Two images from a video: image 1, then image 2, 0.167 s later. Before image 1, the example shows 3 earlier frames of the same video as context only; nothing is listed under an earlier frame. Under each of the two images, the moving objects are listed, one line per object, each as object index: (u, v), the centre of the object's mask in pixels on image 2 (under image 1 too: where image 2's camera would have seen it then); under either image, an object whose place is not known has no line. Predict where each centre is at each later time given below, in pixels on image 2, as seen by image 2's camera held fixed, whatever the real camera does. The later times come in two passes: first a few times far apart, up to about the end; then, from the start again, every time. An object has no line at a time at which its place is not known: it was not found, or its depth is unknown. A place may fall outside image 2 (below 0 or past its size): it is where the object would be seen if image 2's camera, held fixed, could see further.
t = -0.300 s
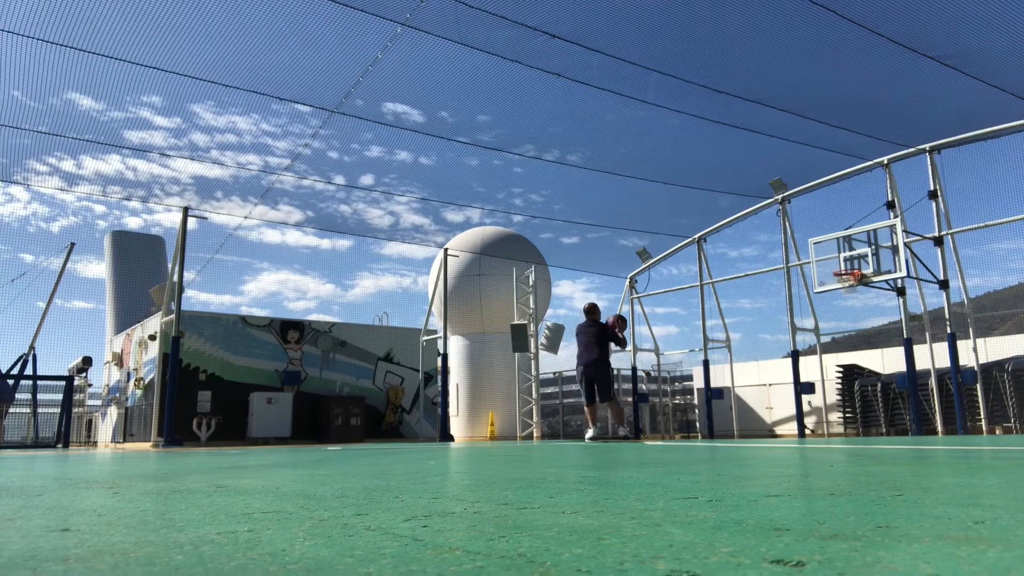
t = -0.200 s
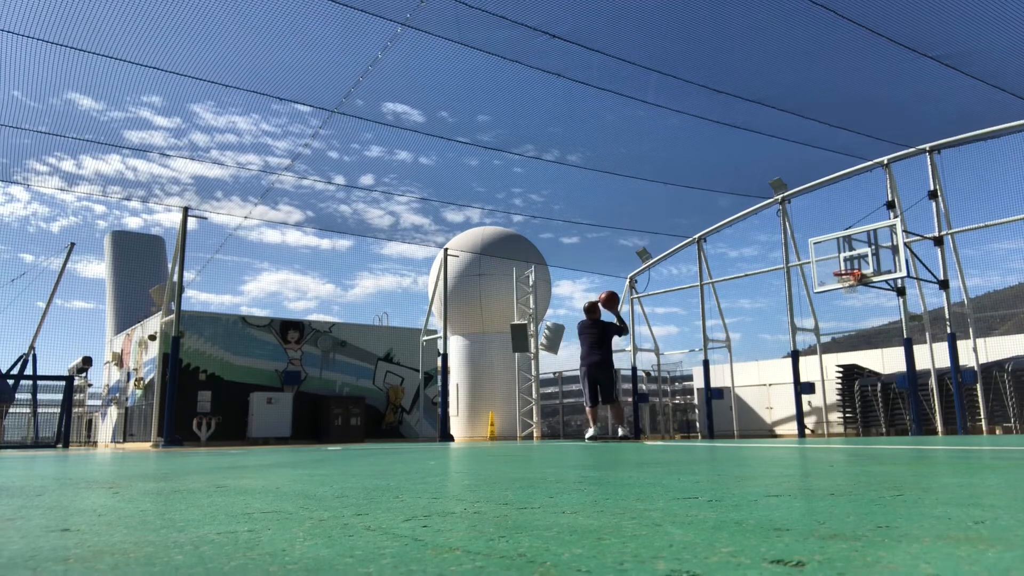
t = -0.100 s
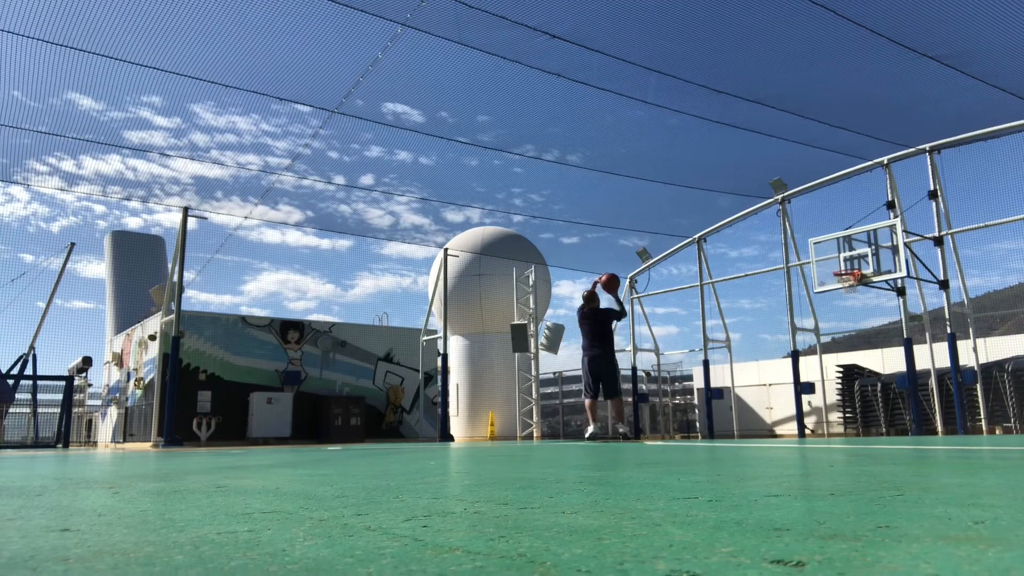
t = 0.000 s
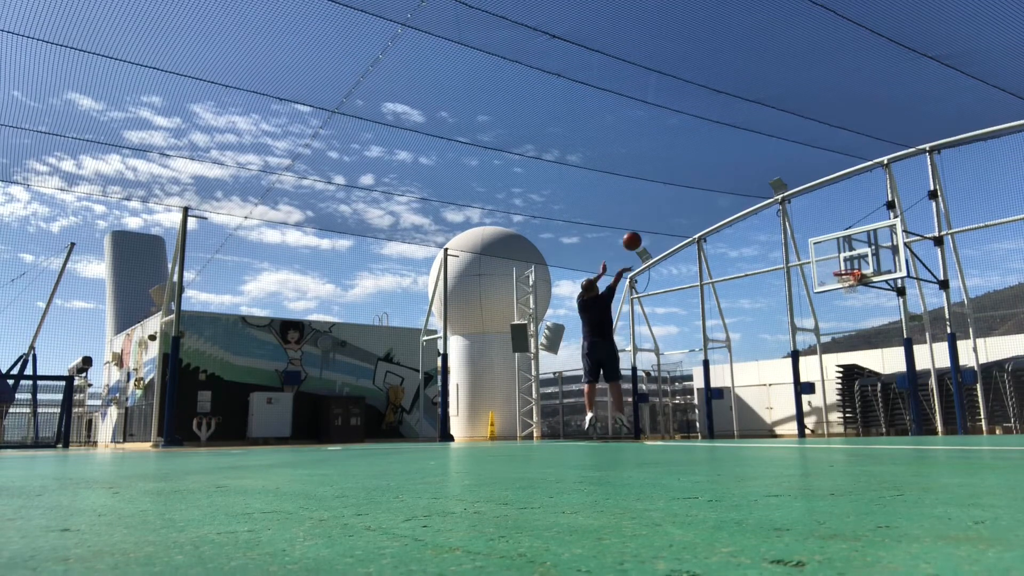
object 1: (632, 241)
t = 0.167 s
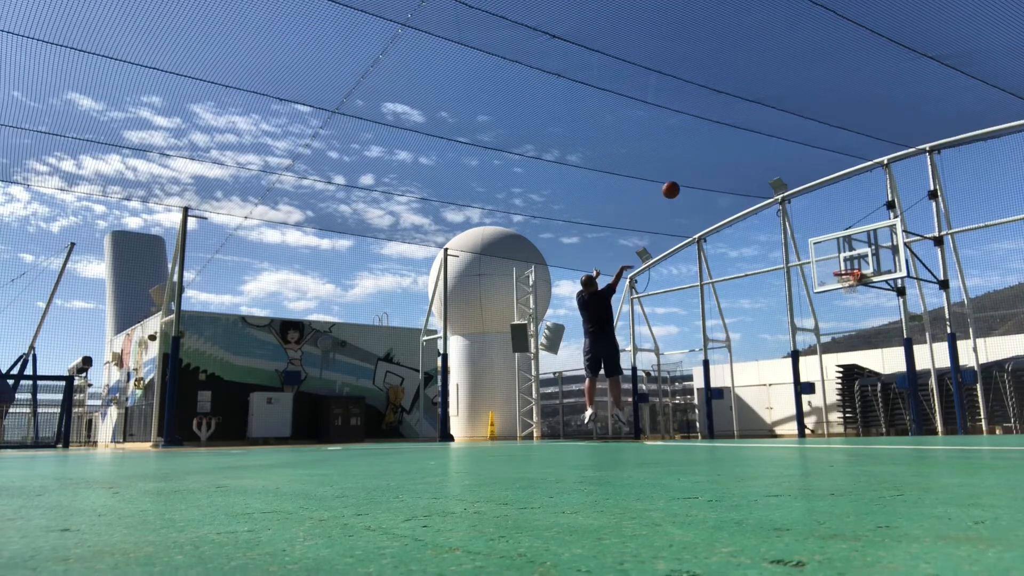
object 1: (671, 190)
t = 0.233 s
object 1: (685, 177)
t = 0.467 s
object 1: (731, 158)
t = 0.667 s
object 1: (767, 169)
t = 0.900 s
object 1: (805, 205)
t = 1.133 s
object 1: (840, 265)
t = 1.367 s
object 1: (872, 321)
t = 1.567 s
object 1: (900, 388)
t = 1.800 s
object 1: (917, 379)
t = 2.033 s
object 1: (931, 315)
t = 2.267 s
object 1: (946, 281)
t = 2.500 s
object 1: (967, 278)
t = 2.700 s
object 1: (989, 303)
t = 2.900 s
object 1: (1016, 358)
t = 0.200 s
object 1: (678, 183)
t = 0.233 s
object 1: (685, 177)
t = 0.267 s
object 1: (692, 171)
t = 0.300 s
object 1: (699, 167)
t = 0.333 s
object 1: (705, 164)
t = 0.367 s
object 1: (712, 161)
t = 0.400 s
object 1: (718, 159)
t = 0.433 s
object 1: (725, 158)
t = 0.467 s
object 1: (731, 158)
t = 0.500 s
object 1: (737, 158)
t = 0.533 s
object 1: (743, 159)
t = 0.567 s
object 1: (749, 160)
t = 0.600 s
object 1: (755, 162)
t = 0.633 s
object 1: (761, 165)
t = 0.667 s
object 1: (767, 169)
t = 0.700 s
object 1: (772, 172)
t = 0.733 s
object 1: (778, 177)
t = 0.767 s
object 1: (783, 181)
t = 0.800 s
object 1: (789, 187)
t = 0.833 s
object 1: (794, 193)
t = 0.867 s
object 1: (800, 199)
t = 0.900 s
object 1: (805, 205)
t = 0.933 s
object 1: (810, 213)
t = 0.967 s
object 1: (815, 220)
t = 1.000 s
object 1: (820, 228)
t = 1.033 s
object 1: (826, 236)
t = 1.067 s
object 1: (830, 245)
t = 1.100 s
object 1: (835, 255)
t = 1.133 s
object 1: (840, 265)
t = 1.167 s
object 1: (843, 275)
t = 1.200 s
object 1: (849, 281)
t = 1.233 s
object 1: (854, 289)
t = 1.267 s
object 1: (859, 296)
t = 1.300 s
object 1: (863, 304)
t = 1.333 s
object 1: (868, 312)
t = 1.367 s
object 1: (872, 321)
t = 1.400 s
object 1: (877, 331)
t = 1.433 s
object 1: (881, 341)
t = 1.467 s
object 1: (886, 352)
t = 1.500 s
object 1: (891, 364)
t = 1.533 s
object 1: (896, 377)
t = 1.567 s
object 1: (900, 388)
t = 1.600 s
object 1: (905, 403)
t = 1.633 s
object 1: (910, 417)
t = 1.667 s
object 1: (915, 428)
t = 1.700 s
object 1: (916, 416)
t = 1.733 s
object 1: (918, 403)
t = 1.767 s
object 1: (917, 390)
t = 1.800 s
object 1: (917, 379)
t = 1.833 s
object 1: (922, 368)
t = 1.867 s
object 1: (923, 358)
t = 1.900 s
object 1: (925, 348)
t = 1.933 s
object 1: (926, 339)
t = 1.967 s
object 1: (928, 331)
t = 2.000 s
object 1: (930, 322)
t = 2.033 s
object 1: (931, 315)
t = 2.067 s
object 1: (933, 309)
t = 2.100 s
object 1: (936, 302)
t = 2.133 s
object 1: (937, 297)
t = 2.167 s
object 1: (939, 292)
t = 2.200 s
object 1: (942, 287)
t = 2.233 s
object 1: (944, 284)
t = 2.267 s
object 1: (946, 281)
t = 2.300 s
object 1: (949, 279)
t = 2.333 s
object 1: (952, 277)
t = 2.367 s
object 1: (955, 276)
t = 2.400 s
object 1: (958, 275)
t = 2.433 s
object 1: (961, 276)
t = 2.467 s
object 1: (964, 276)
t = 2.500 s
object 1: (967, 278)
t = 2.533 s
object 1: (971, 280)
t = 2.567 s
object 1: (974, 284)
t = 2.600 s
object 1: (978, 287)
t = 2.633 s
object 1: (982, 292)
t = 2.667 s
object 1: (985, 297)
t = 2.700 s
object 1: (989, 303)
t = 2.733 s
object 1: (994, 310)
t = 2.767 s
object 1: (998, 318)
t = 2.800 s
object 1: (1003, 327)
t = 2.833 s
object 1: (1007, 336)
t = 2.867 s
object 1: (1013, 347)
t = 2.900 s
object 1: (1016, 358)
